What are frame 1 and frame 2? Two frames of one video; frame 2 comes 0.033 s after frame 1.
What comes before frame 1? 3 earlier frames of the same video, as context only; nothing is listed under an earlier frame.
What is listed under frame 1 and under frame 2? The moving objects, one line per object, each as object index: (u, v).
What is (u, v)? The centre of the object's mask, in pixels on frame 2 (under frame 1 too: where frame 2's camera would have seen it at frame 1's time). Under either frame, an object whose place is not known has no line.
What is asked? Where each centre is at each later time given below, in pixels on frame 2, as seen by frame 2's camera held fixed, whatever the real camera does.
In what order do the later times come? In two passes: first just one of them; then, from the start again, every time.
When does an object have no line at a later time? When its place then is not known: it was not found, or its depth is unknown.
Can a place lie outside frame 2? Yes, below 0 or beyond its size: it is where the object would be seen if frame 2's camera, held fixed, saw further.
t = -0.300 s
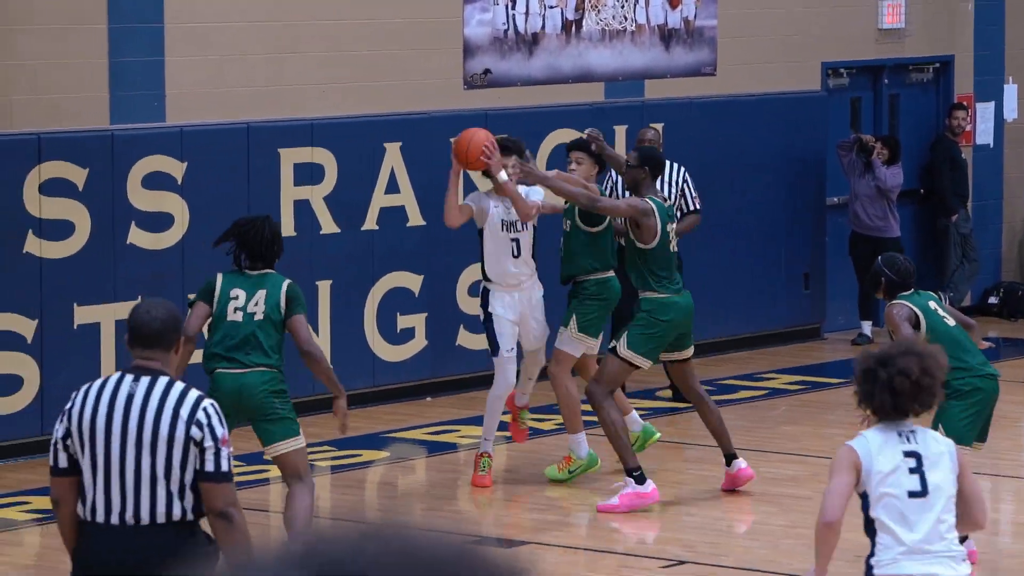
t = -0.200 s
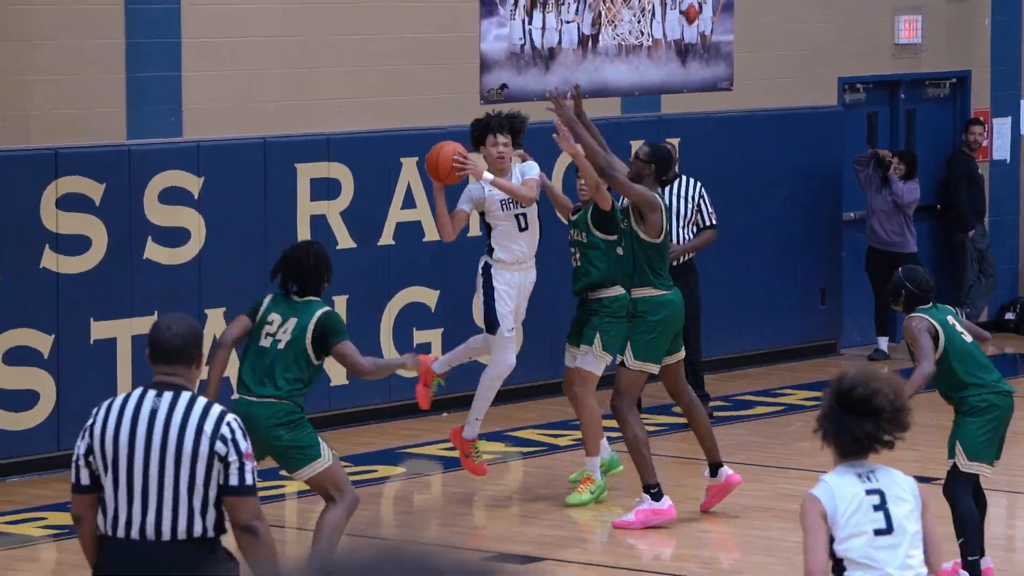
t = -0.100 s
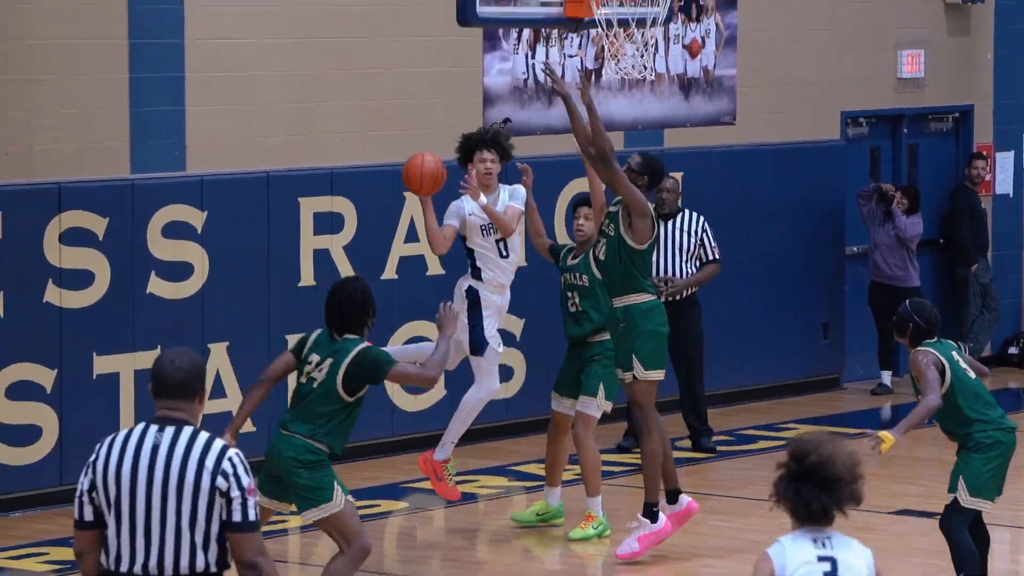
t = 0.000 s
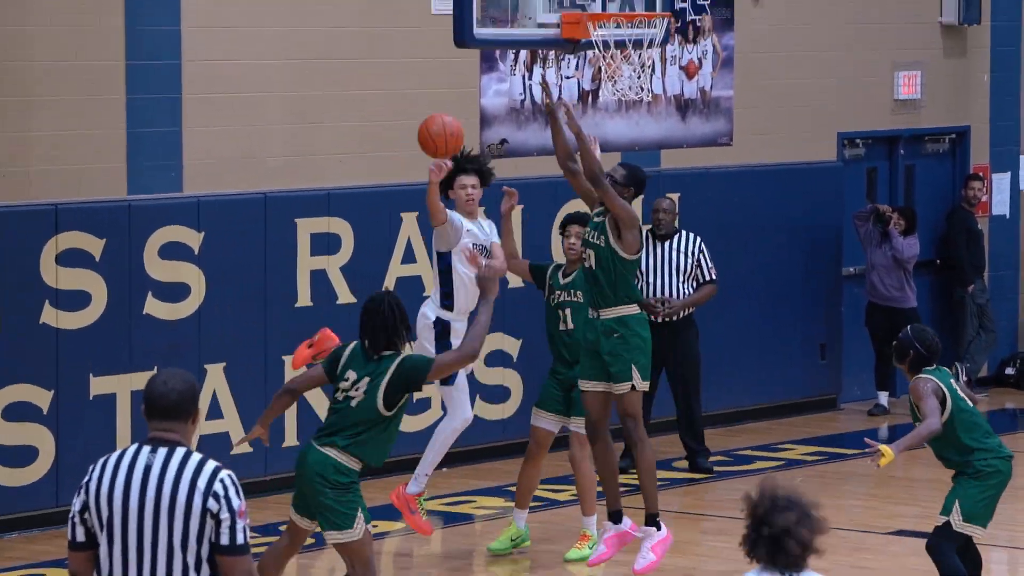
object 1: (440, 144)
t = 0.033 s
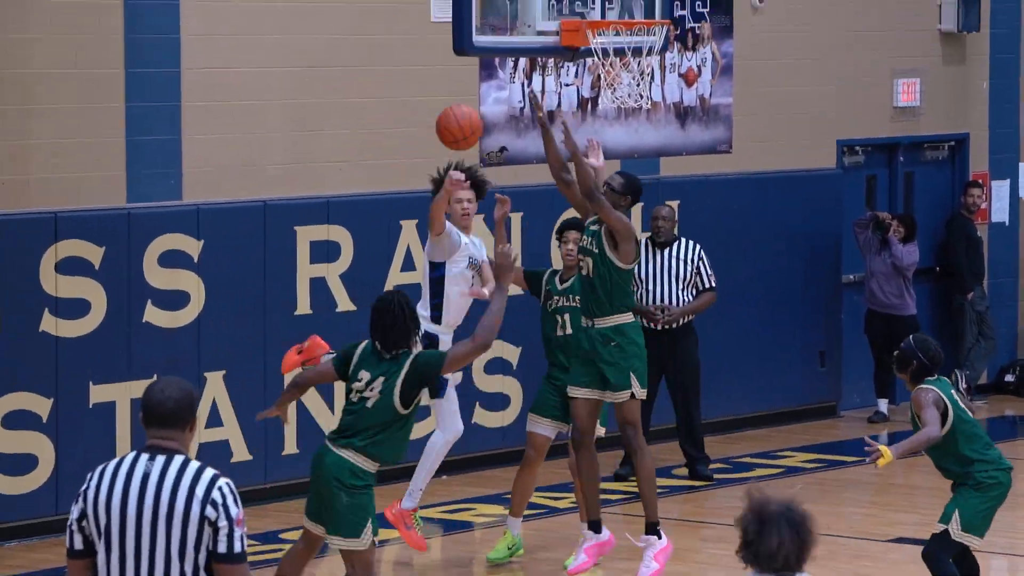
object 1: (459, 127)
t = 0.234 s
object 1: (587, 66)
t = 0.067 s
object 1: (479, 112)
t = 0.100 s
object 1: (499, 100)
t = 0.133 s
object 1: (520, 88)
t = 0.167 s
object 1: (542, 78)
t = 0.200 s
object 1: (564, 71)
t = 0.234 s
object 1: (587, 66)
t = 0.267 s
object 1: (610, 64)
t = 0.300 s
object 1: (635, 63)
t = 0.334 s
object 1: (660, 64)
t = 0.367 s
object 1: (687, 68)
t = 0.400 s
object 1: (713, 76)
